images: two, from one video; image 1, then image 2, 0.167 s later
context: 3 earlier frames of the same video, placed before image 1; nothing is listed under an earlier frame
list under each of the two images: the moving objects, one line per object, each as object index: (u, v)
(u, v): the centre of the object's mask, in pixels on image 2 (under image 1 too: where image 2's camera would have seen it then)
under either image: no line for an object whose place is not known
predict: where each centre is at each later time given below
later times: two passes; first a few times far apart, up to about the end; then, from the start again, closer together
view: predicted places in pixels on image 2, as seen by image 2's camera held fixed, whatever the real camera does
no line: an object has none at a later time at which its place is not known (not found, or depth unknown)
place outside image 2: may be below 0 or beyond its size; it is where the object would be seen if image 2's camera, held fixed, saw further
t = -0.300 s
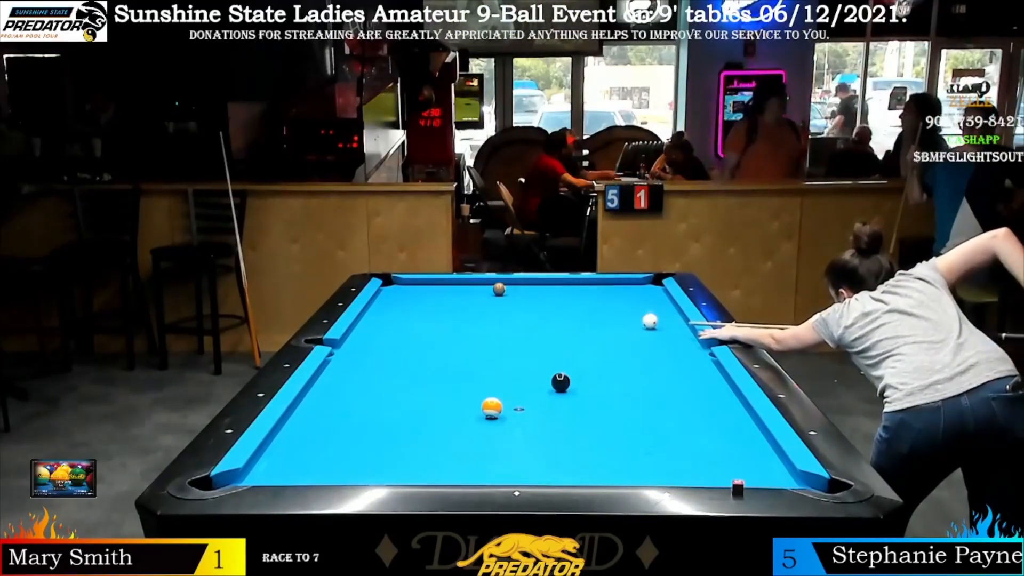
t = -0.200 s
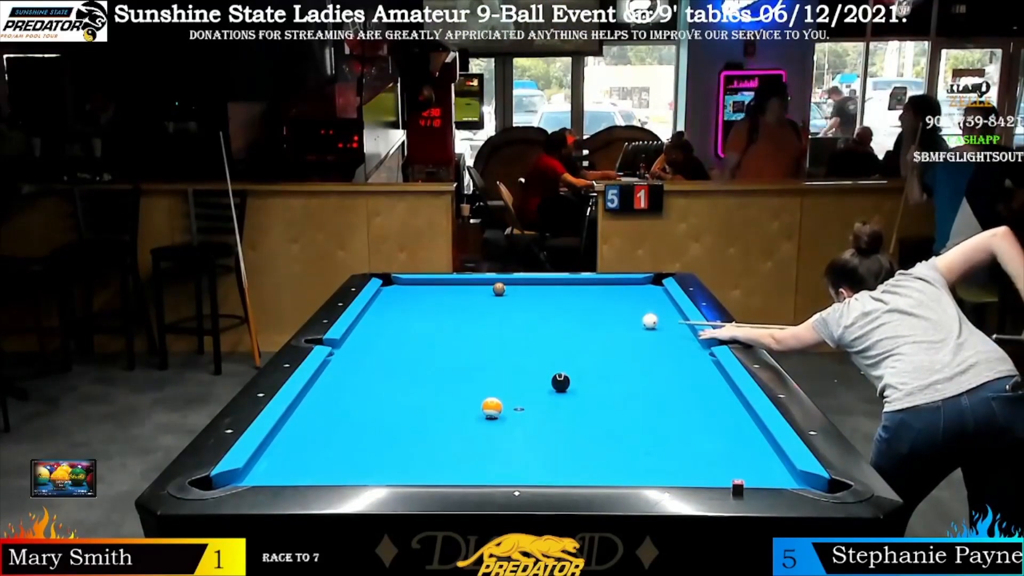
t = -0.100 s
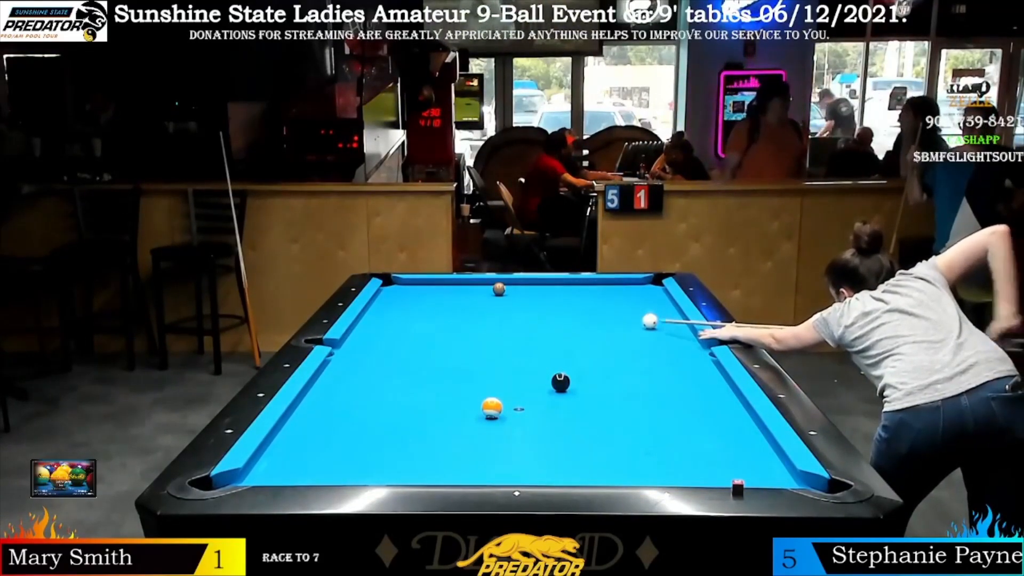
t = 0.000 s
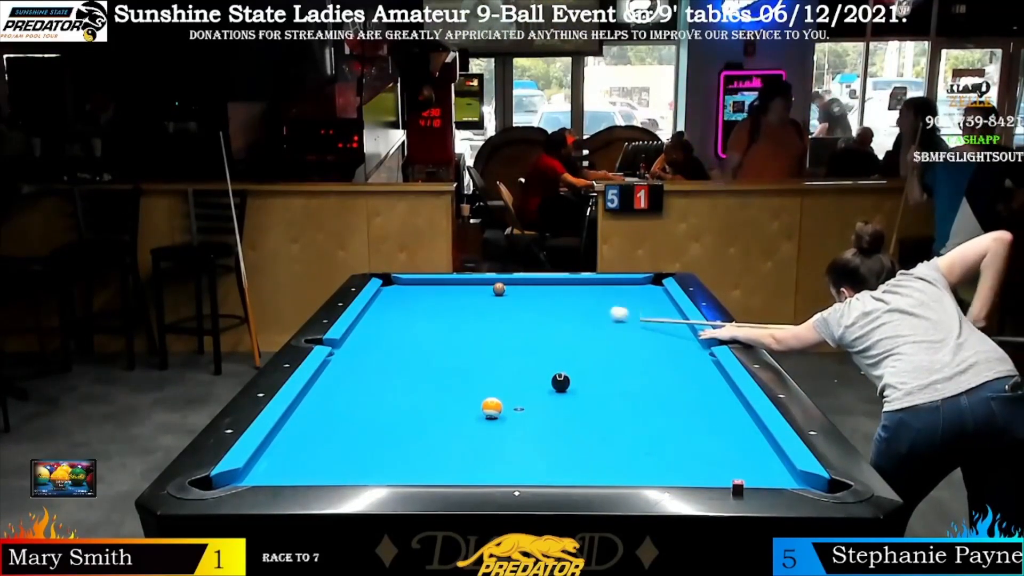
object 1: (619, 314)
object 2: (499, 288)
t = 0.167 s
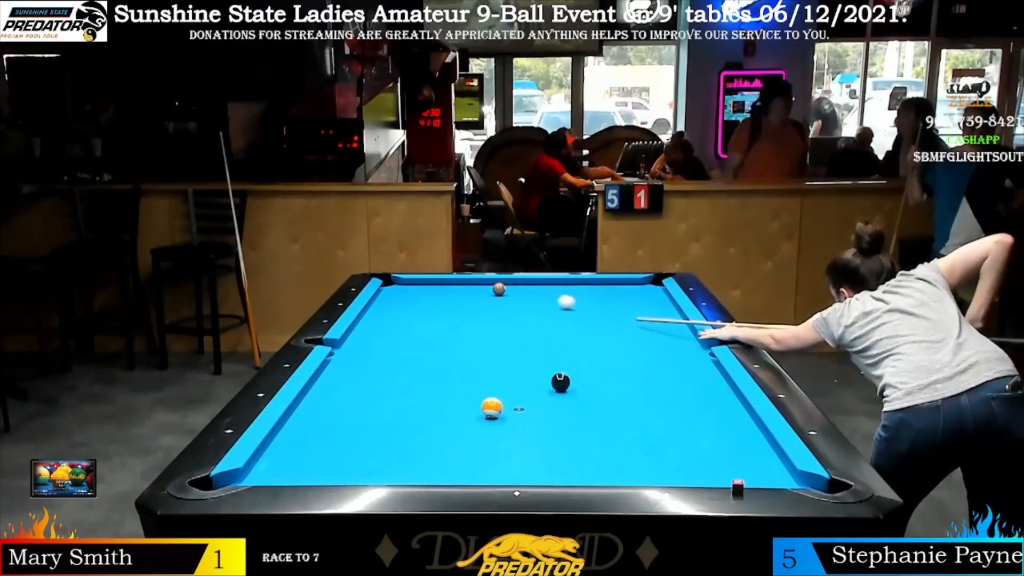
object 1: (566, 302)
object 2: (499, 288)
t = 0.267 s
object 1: (539, 296)
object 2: (499, 289)
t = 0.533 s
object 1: (514, 285)
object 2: (460, 285)
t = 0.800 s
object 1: (509, 283)
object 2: (411, 282)
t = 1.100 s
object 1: (504, 289)
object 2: (394, 281)
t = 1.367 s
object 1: (499, 294)
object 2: (397, 281)
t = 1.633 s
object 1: (494, 300)
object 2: (396, 282)
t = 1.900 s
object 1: (488, 305)
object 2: (394, 283)
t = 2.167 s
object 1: (483, 310)
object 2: (394, 284)
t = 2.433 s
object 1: (477, 315)
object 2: (393, 285)
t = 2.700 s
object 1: (472, 321)
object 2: (393, 285)
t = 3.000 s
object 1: (467, 326)
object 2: (394, 285)
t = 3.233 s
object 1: (463, 330)
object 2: (394, 285)
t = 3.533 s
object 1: (457, 335)
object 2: (394, 285)
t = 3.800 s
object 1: (453, 339)
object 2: (394, 285)
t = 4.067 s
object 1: (449, 343)
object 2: (394, 285)
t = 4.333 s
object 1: (444, 347)
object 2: (394, 285)
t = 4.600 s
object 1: (440, 350)
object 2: (394, 285)
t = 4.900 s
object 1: (436, 353)
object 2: (394, 285)
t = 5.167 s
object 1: (433, 356)
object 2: (394, 285)
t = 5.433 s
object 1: (431, 358)
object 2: (394, 285)
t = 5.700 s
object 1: (429, 359)
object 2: (394, 285)
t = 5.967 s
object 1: (428, 360)
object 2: (394, 285)
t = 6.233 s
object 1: (429, 360)
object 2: (394, 285)
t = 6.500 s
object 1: (429, 361)
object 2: (394, 285)
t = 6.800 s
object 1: (429, 361)
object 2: (394, 285)
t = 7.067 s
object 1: (429, 361)
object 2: (394, 285)
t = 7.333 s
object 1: (429, 361)
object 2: (394, 285)
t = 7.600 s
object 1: (429, 361)
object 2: (394, 285)
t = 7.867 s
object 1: (429, 361)
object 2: (394, 285)
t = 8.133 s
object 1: (429, 361)
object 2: (394, 285)
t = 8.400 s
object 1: (429, 361)
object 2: (394, 285)
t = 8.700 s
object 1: (429, 361)
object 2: (394, 285)
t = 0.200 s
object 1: (557, 300)
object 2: (499, 289)
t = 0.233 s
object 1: (548, 298)
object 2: (499, 289)
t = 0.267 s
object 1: (539, 296)
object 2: (499, 289)
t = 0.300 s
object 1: (530, 294)
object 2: (499, 289)
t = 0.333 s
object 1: (522, 293)
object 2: (499, 289)
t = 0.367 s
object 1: (514, 290)
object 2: (499, 289)
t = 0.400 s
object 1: (512, 290)
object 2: (493, 288)
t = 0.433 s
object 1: (513, 289)
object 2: (484, 287)
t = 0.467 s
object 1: (514, 288)
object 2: (475, 287)
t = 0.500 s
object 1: (514, 287)
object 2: (467, 286)
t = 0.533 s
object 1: (514, 285)
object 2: (460, 285)
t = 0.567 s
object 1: (513, 284)
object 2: (454, 285)
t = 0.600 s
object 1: (513, 283)
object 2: (447, 284)
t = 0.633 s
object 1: (512, 282)
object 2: (441, 284)
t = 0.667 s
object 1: (512, 281)
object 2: (435, 284)
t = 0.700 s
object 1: (511, 281)
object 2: (429, 283)
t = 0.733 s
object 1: (511, 281)
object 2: (423, 283)
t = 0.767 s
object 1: (510, 282)
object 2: (417, 282)
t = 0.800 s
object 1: (509, 283)
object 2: (411, 282)
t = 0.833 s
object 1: (509, 284)
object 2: (405, 281)
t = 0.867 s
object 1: (508, 284)
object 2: (400, 281)
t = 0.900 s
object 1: (507, 285)
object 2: (395, 281)
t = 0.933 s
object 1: (507, 286)
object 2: (391, 282)
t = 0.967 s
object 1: (506, 286)
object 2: (387, 281)
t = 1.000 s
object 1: (505, 287)
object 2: (388, 282)
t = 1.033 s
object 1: (505, 288)
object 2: (390, 281)
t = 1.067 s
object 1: (504, 288)
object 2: (392, 281)
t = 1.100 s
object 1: (504, 289)
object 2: (394, 281)
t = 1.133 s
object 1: (503, 290)
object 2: (395, 281)
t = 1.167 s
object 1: (502, 290)
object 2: (397, 280)
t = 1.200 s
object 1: (502, 291)
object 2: (397, 280)
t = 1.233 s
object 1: (501, 292)
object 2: (397, 280)
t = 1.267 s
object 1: (501, 292)
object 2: (397, 281)
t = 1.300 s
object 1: (500, 293)
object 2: (397, 280)
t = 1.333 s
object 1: (500, 293)
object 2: (397, 280)
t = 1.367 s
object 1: (499, 294)
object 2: (397, 281)
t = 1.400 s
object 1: (498, 295)
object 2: (397, 281)
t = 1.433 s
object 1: (497, 296)
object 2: (396, 281)
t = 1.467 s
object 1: (497, 296)
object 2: (396, 281)
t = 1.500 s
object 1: (496, 297)
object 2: (396, 281)
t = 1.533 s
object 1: (496, 298)
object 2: (396, 282)
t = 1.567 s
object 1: (495, 298)
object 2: (396, 282)
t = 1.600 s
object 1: (494, 299)
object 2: (396, 281)
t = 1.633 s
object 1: (494, 300)
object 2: (396, 282)
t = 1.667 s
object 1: (493, 300)
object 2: (395, 282)
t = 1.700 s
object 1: (492, 301)
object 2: (395, 282)
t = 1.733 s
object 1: (492, 302)
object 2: (395, 282)
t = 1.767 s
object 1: (491, 303)
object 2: (395, 282)
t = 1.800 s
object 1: (490, 303)
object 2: (395, 282)
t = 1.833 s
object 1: (490, 304)
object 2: (395, 283)
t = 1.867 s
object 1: (489, 305)
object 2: (395, 283)
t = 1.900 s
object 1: (488, 305)
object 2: (394, 283)
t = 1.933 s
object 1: (488, 306)
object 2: (394, 283)
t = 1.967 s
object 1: (487, 306)
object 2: (394, 283)
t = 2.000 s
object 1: (486, 307)
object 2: (394, 283)
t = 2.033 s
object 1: (486, 308)
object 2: (394, 283)
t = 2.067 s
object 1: (485, 308)
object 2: (394, 284)
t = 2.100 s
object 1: (484, 309)
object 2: (394, 284)
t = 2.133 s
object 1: (484, 310)
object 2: (394, 284)
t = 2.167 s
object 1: (483, 310)
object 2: (394, 284)
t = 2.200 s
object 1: (482, 311)
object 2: (394, 284)
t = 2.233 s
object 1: (482, 312)
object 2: (394, 284)
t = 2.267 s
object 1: (481, 312)
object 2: (393, 284)
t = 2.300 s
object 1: (480, 313)
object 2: (393, 284)
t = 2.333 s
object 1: (479, 314)
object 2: (393, 284)
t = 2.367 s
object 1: (479, 314)
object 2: (393, 284)
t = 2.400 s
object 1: (478, 315)
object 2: (393, 284)
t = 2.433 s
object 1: (477, 315)
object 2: (393, 285)
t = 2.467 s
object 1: (477, 316)
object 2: (393, 284)
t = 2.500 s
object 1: (476, 317)
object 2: (393, 285)
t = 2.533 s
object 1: (476, 318)
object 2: (393, 285)
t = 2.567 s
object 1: (475, 318)
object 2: (393, 285)
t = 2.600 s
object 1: (474, 319)
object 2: (393, 285)
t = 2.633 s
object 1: (474, 319)
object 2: (393, 285)
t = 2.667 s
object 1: (473, 320)
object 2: (393, 285)
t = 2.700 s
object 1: (472, 321)
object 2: (393, 285)
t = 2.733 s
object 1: (472, 321)
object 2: (393, 285)
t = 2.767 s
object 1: (471, 322)
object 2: (394, 285)
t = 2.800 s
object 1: (470, 323)
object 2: (394, 285)
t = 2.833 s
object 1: (470, 323)
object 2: (394, 285)
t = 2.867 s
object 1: (469, 324)
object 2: (394, 285)
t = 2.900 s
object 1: (468, 324)
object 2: (394, 285)
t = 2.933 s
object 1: (468, 325)
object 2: (394, 285)
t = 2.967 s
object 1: (467, 326)
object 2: (394, 285)
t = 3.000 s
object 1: (467, 326)
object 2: (394, 285)
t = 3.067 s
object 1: (466, 327)
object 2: (394, 285)
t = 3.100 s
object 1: (465, 328)
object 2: (394, 285)
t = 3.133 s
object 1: (464, 329)
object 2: (394, 285)
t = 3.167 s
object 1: (464, 329)
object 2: (394, 285)
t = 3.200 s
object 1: (463, 330)
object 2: (394, 285)
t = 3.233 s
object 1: (463, 330)
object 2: (394, 285)
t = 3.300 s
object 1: (461, 331)
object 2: (394, 285)
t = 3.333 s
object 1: (461, 332)
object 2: (394, 285)
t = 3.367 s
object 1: (460, 332)
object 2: (394, 285)
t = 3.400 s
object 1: (460, 333)
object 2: (394, 285)
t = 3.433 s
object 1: (459, 334)
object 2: (394, 285)
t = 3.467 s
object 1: (458, 334)
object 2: (394, 285)
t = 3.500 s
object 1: (458, 335)
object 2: (394, 285)
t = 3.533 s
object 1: (457, 335)
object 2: (394, 285)
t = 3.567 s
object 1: (457, 336)
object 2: (394, 285)
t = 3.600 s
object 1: (456, 336)
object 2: (394, 285)
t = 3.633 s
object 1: (456, 337)
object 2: (394, 285)
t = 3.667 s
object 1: (455, 337)
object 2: (394, 285)
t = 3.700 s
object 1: (454, 338)
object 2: (394, 285)
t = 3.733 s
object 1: (454, 338)
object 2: (394, 285)
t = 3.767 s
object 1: (453, 339)
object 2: (394, 285)
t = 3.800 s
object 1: (453, 339)
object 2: (394, 285)
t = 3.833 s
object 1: (452, 340)
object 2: (394, 285)
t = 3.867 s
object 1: (452, 341)
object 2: (394, 285)
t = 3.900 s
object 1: (451, 341)
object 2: (394, 285)
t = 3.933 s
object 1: (451, 341)
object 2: (394, 285)
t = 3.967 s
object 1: (450, 342)
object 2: (394, 285)
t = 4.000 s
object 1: (450, 342)
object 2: (394, 285)
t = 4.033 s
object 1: (449, 343)
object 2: (394, 285)
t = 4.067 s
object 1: (449, 343)
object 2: (394, 285)
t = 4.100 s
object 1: (448, 344)
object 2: (394, 285)
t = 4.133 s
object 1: (448, 344)
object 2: (394, 285)
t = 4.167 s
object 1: (447, 345)
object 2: (394, 285)
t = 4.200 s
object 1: (447, 345)
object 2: (394, 285)
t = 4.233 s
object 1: (446, 346)
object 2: (394, 285)
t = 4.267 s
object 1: (445, 346)
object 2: (394, 285)
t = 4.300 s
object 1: (445, 347)
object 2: (394, 285)
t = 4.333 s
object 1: (444, 347)
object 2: (394, 285)
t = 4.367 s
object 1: (444, 347)
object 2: (394, 285)
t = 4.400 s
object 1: (443, 348)
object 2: (394, 285)
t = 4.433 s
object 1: (443, 348)
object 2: (394, 285)
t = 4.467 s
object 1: (443, 349)
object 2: (394, 285)
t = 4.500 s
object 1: (442, 349)
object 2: (394, 285)
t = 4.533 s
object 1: (442, 349)
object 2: (394, 285)
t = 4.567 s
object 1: (441, 350)
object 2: (394, 285)
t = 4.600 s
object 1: (440, 350)
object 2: (394, 285)
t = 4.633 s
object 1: (440, 351)
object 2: (394, 285)
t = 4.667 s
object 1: (439, 351)
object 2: (394, 285)
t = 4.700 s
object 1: (439, 352)
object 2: (394, 285)
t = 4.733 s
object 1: (439, 352)
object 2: (394, 285)
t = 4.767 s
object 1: (438, 352)
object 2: (394, 285)
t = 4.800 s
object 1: (438, 352)
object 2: (394, 285)
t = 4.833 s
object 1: (437, 353)
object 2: (394, 285)
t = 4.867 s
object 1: (437, 353)
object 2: (394, 285)
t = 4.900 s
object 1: (436, 353)
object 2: (394, 285)
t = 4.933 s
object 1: (436, 354)
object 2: (394, 285)
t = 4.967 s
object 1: (435, 354)
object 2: (394, 285)
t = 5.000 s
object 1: (435, 354)
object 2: (394, 285)
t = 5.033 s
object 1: (435, 355)
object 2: (394, 285)
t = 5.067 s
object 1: (434, 355)
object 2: (394, 285)
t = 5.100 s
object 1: (434, 355)
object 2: (394, 285)
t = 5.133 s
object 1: (434, 356)
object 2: (394, 285)
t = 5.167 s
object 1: (433, 356)
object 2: (394, 285)
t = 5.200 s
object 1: (433, 356)
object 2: (394, 285)
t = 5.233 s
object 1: (433, 356)
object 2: (394, 285)
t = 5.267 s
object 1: (432, 357)
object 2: (394, 285)
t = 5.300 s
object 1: (432, 357)
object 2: (394, 285)
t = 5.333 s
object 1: (432, 357)
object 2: (394, 285)
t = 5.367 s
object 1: (431, 357)
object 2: (394, 285)
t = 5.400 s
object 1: (431, 357)
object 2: (394, 285)
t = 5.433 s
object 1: (431, 358)
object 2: (394, 285)
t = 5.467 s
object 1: (430, 358)
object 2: (394, 285)
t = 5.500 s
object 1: (430, 358)
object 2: (394, 285)
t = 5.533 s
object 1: (430, 358)
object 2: (394, 285)
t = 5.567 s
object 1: (429, 358)
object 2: (394, 285)
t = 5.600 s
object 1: (429, 358)
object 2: (394, 285)
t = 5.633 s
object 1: (429, 359)
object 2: (394, 285)
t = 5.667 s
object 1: (429, 359)
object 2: (394, 285)
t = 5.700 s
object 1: (429, 359)
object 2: (394, 285)
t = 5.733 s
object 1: (429, 359)
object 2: (394, 285)
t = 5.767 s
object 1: (428, 360)
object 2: (394, 285)
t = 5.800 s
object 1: (428, 360)
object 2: (394, 285)
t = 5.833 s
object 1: (428, 360)
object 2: (394, 285)
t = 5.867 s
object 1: (428, 360)
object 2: (394, 285)
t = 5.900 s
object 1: (428, 360)
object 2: (394, 285)
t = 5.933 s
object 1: (428, 360)
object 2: (394, 285)
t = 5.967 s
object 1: (428, 360)
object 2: (394, 285)
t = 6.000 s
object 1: (428, 360)
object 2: (394, 285)
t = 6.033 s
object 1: (428, 360)
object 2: (394, 285)
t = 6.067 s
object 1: (428, 360)
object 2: (394, 285)
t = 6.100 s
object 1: (428, 360)
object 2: (394, 285)
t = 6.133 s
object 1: (428, 360)
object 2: (394, 285)
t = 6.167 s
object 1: (428, 360)
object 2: (394, 285)
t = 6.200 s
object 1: (429, 360)
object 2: (394, 285)
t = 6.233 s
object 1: (429, 360)
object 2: (394, 285)
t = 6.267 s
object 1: (429, 360)
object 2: (394, 285)
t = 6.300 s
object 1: (429, 360)
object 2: (394, 285)
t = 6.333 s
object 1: (429, 360)
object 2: (394, 285)
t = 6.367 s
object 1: (429, 360)
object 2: (394, 285)
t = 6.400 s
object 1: (429, 360)
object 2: (394, 285)
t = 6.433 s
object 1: (429, 360)
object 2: (394, 285)
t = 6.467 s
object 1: (429, 360)
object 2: (394, 285)
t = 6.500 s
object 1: (429, 361)
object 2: (394, 285)
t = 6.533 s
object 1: (429, 361)
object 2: (394, 285)
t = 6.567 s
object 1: (429, 361)
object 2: (394, 285)
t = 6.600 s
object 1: (429, 361)
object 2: (394, 285)
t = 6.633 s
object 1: (429, 361)
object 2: (394, 285)
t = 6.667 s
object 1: (429, 361)
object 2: (394, 285)
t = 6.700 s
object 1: (429, 361)
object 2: (394, 285)
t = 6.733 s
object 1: (429, 361)
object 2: (394, 285)
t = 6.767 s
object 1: (429, 361)
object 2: (394, 285)
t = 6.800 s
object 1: (429, 361)
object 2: (394, 285)
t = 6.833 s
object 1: (429, 361)
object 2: (394, 285)
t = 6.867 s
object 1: (429, 361)
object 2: (394, 285)
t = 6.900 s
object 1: (429, 361)
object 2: (394, 285)
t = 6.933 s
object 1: (429, 361)
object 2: (394, 285)
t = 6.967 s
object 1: (429, 361)
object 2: (394, 285)
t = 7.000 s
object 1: (429, 361)
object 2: (394, 285)
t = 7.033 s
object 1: (429, 361)
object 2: (394, 285)
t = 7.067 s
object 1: (429, 361)
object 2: (394, 285)
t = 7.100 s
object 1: (429, 361)
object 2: (394, 285)
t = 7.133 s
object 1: (429, 361)
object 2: (394, 285)
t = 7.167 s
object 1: (429, 361)
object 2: (394, 285)
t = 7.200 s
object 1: (429, 361)
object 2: (394, 285)
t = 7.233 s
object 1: (429, 361)
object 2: (394, 285)
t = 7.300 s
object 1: (429, 361)
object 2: (394, 285)
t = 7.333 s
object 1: (429, 361)
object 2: (394, 285)
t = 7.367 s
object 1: (429, 361)
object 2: (394, 285)
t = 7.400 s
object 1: (429, 361)
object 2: (394, 285)
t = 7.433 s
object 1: (429, 361)
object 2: (394, 285)
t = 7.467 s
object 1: (429, 361)
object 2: (394, 285)
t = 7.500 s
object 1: (429, 361)
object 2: (394, 285)
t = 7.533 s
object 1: (429, 361)
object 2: (394, 285)
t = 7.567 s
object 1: (429, 361)
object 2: (394, 285)
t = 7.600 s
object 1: (429, 361)
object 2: (394, 285)
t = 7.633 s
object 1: (429, 361)
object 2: (394, 285)
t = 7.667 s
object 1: (429, 361)
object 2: (394, 285)
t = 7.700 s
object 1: (429, 361)
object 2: (394, 285)
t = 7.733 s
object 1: (429, 361)
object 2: (394, 285)
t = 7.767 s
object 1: (429, 361)
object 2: (394, 285)
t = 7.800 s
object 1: (429, 361)
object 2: (394, 285)
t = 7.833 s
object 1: (429, 361)
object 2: (394, 285)
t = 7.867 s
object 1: (429, 361)
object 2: (394, 285)
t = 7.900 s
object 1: (429, 361)
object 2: (394, 285)
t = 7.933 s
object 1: (429, 361)
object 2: (394, 285)
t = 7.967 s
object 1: (429, 361)
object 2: (394, 285)
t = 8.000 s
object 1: (429, 361)
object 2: (394, 285)
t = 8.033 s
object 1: (429, 361)
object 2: (394, 285)
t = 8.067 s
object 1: (429, 361)
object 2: (394, 285)
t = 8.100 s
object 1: (429, 361)
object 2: (394, 285)
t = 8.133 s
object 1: (429, 361)
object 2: (394, 285)
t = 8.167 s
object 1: (429, 361)
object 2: (394, 285)
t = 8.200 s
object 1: (429, 361)
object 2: (394, 285)
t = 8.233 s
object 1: (429, 361)
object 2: (394, 285)
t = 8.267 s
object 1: (429, 361)
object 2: (394, 285)
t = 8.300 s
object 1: (429, 361)
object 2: (394, 285)
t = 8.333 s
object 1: (429, 361)
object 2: (394, 285)
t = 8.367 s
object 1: (429, 361)
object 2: (394, 285)
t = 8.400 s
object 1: (429, 361)
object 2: (394, 285)
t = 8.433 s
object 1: (429, 361)
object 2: (394, 285)
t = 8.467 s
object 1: (429, 361)
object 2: (394, 285)
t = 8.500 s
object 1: (429, 361)
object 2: (394, 285)
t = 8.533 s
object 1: (429, 361)
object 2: (394, 285)
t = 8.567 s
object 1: (429, 361)
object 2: (394, 285)
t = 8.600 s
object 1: (429, 361)
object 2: (394, 285)
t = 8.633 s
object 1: (429, 361)
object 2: (394, 285)
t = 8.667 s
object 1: (429, 361)
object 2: (394, 285)
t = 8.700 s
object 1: (429, 361)
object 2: (394, 285)
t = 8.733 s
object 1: (429, 361)
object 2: (394, 285)
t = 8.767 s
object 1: (429, 361)
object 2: (394, 285)
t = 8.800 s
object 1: (429, 361)
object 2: (394, 285)
